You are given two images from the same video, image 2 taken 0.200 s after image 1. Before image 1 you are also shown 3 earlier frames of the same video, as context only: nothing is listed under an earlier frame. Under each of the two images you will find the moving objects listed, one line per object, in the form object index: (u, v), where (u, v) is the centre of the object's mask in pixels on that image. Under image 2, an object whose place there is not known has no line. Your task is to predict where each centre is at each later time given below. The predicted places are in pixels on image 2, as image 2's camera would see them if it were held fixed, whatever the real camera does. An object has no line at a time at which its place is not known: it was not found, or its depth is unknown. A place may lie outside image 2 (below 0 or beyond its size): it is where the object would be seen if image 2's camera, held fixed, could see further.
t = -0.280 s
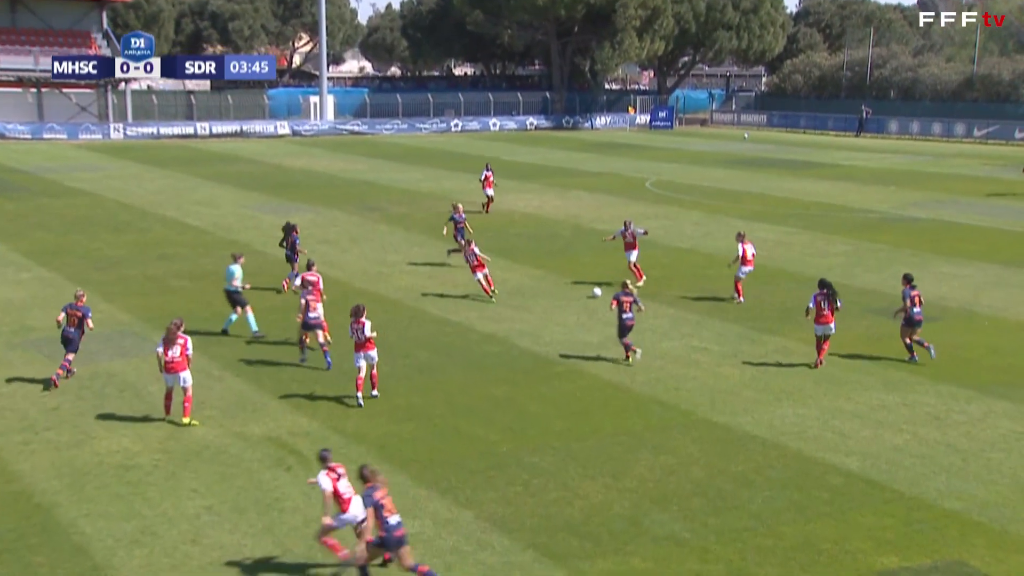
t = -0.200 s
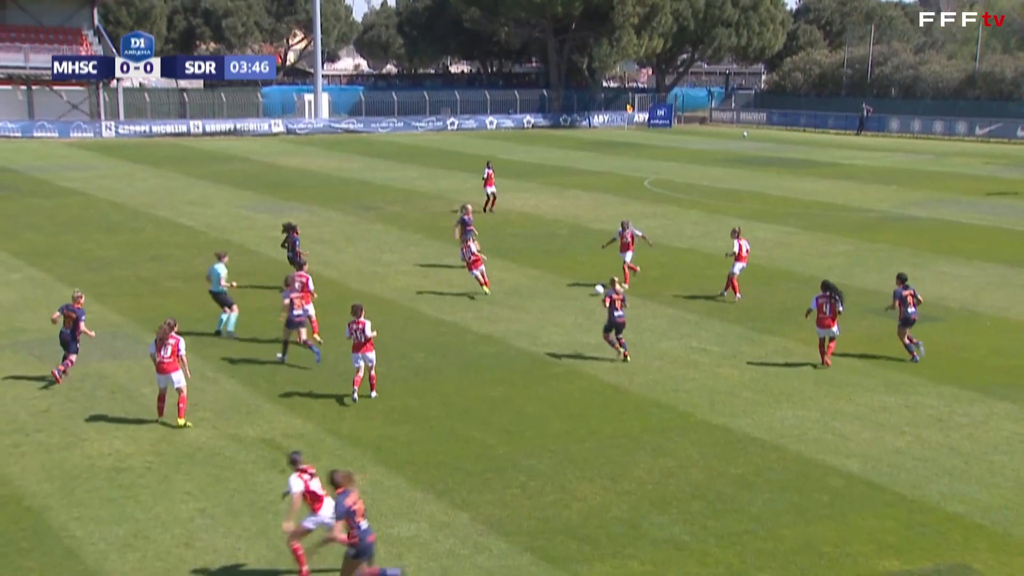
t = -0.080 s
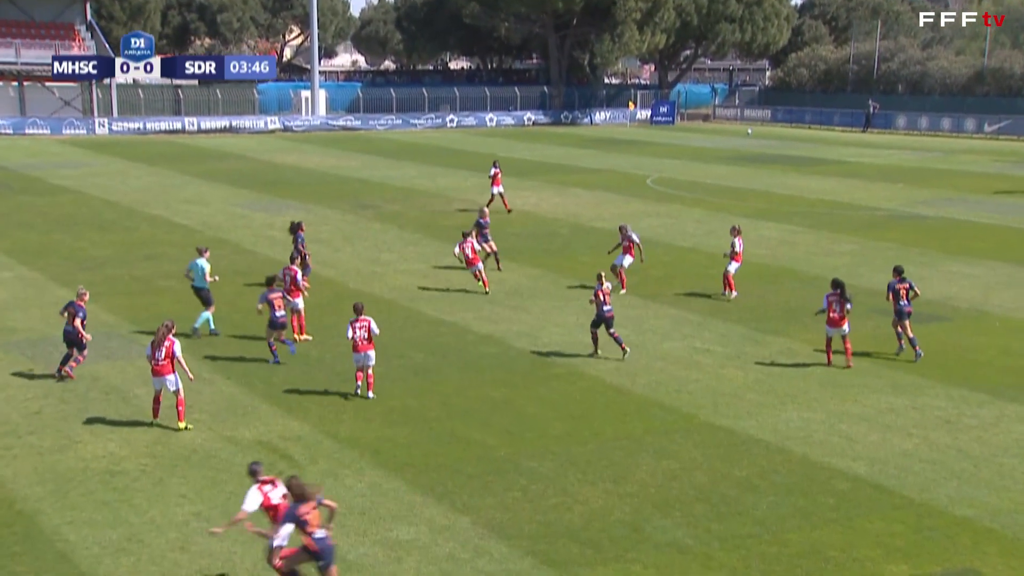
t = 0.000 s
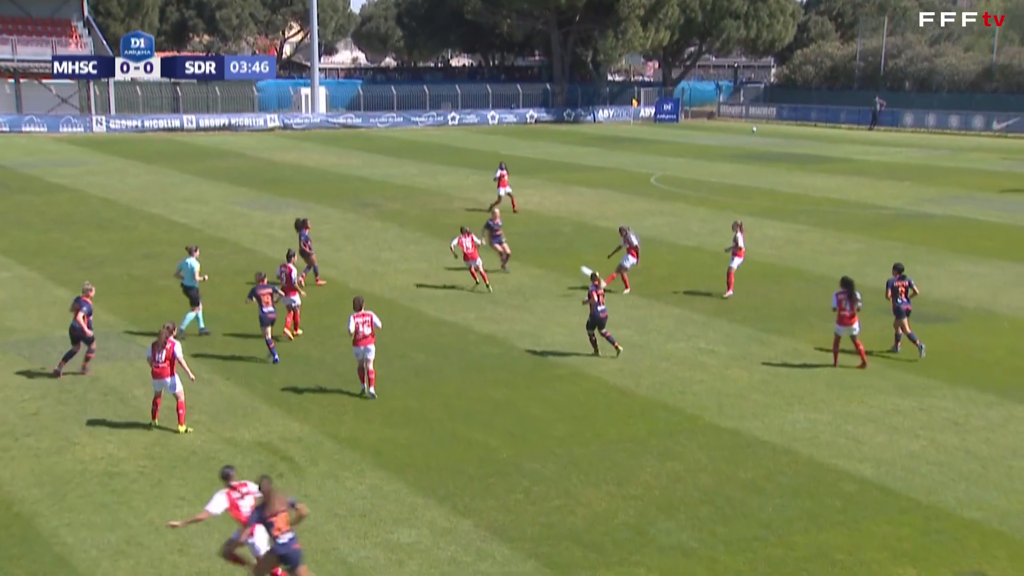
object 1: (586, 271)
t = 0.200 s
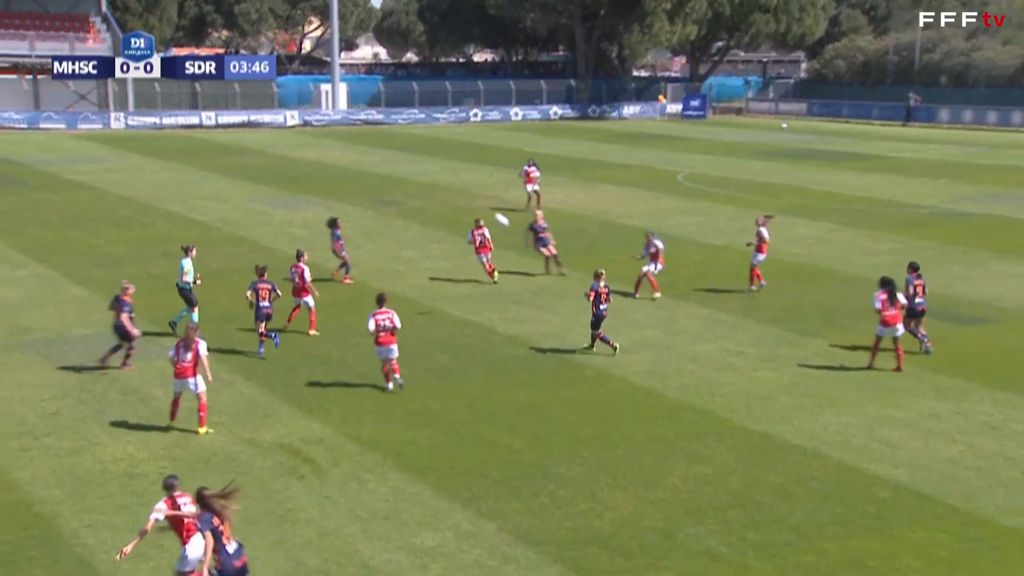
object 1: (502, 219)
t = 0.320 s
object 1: (434, 190)
